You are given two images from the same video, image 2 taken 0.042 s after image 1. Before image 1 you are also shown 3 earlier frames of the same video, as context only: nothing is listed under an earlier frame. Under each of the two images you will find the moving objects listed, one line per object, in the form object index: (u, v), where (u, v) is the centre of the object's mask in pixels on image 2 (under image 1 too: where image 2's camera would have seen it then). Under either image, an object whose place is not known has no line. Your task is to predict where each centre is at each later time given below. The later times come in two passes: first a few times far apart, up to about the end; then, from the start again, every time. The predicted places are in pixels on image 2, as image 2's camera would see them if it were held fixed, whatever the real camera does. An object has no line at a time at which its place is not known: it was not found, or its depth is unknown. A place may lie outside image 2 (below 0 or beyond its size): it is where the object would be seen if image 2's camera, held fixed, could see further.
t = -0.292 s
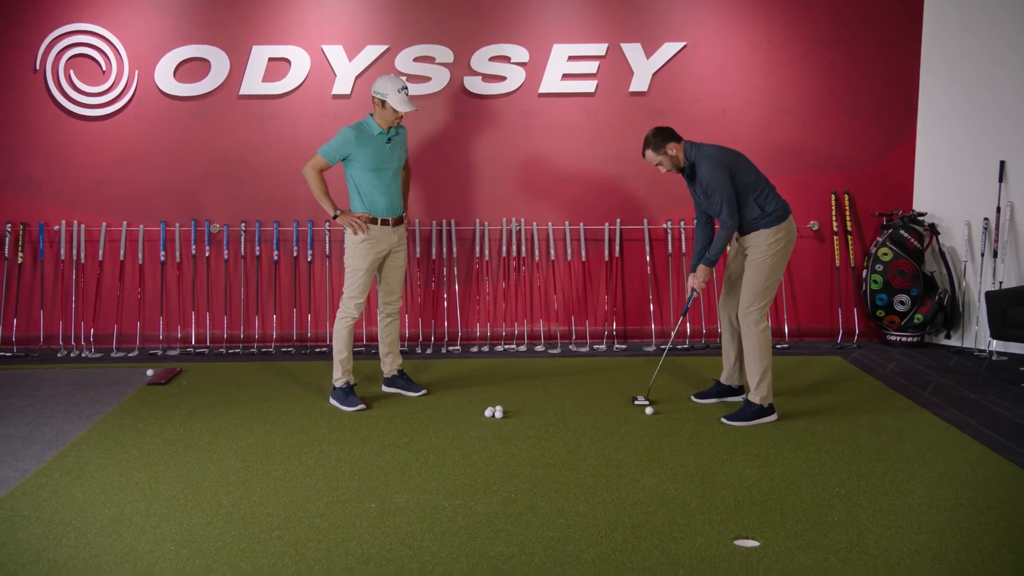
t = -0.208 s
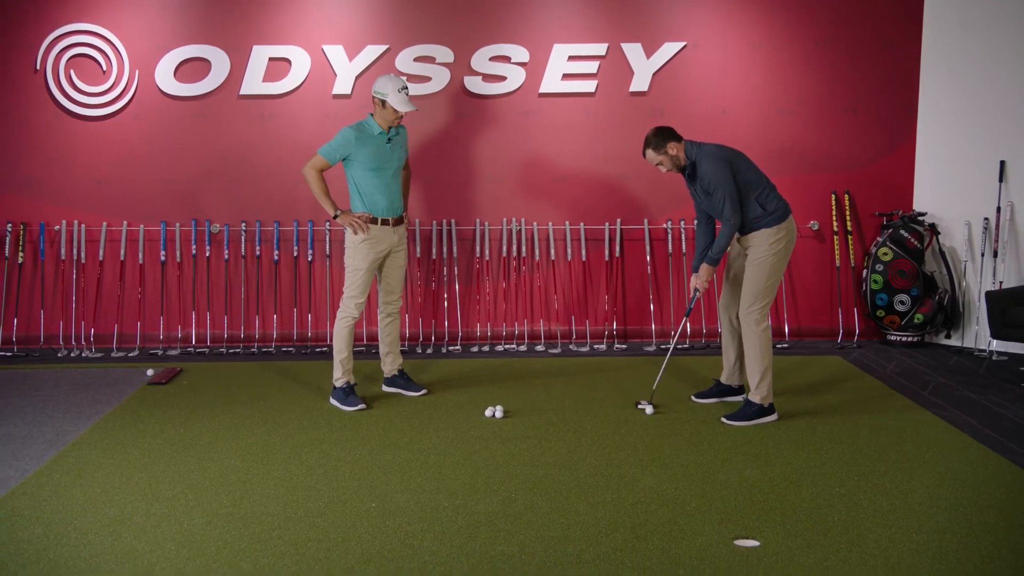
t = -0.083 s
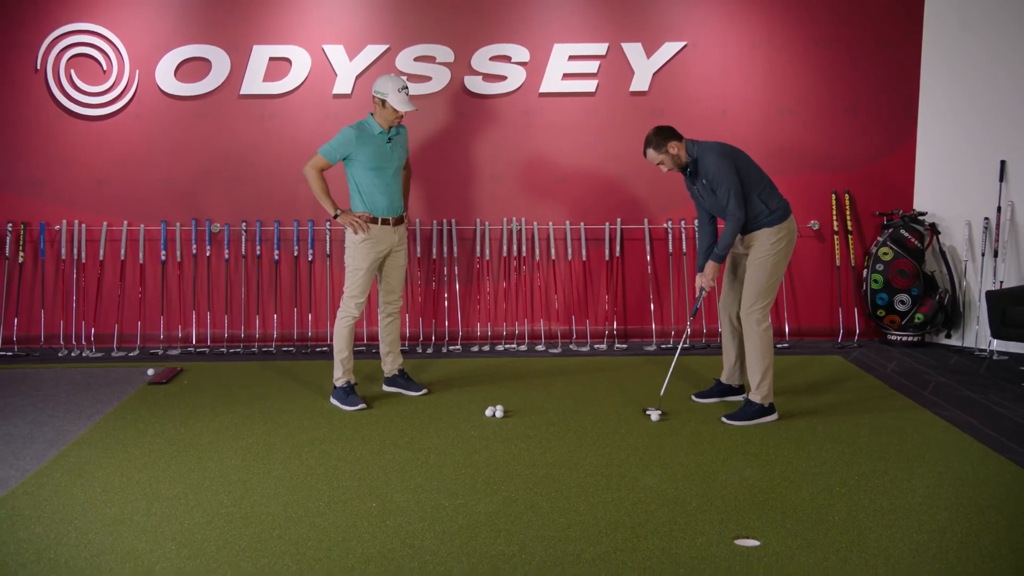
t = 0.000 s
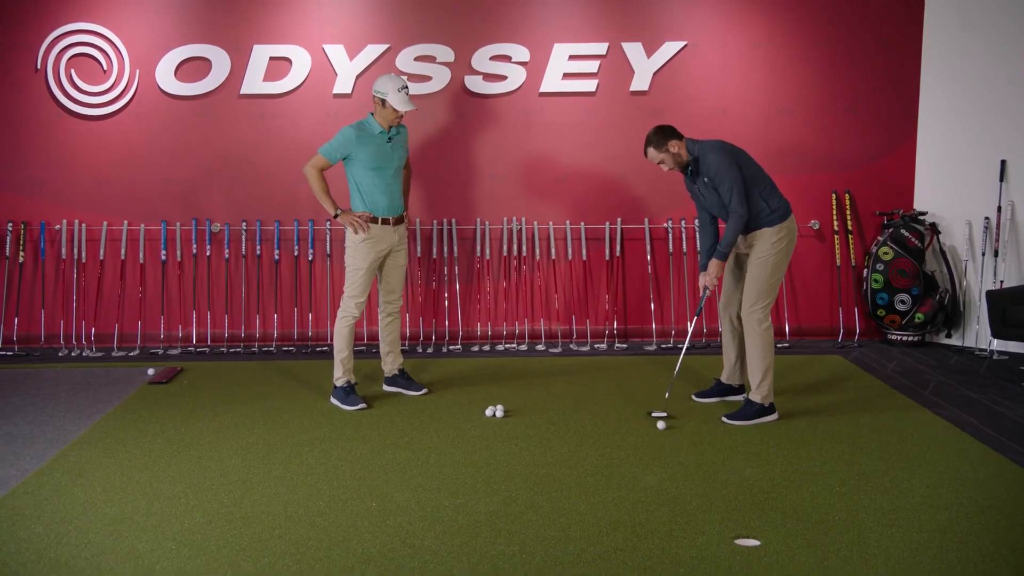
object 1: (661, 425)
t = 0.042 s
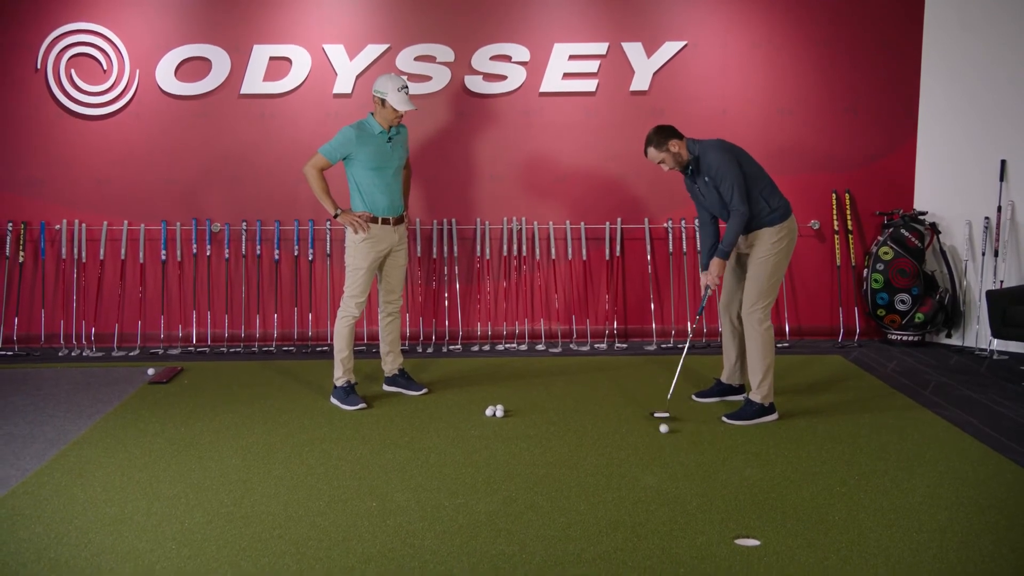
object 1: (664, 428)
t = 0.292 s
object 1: (679, 450)
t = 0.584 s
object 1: (697, 475)
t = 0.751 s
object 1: (706, 489)
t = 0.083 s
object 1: (666, 432)
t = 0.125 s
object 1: (669, 436)
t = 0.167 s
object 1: (671, 439)
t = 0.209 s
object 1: (674, 443)
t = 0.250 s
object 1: (677, 447)
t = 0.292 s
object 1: (679, 450)
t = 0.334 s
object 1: (681, 453)
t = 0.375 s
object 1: (684, 457)
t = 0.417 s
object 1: (686, 461)
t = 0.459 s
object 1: (689, 464)
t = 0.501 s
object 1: (692, 468)
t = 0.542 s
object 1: (694, 472)
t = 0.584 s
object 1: (697, 475)
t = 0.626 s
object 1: (699, 479)
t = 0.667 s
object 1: (702, 482)
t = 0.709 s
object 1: (704, 486)
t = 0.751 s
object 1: (706, 489)
